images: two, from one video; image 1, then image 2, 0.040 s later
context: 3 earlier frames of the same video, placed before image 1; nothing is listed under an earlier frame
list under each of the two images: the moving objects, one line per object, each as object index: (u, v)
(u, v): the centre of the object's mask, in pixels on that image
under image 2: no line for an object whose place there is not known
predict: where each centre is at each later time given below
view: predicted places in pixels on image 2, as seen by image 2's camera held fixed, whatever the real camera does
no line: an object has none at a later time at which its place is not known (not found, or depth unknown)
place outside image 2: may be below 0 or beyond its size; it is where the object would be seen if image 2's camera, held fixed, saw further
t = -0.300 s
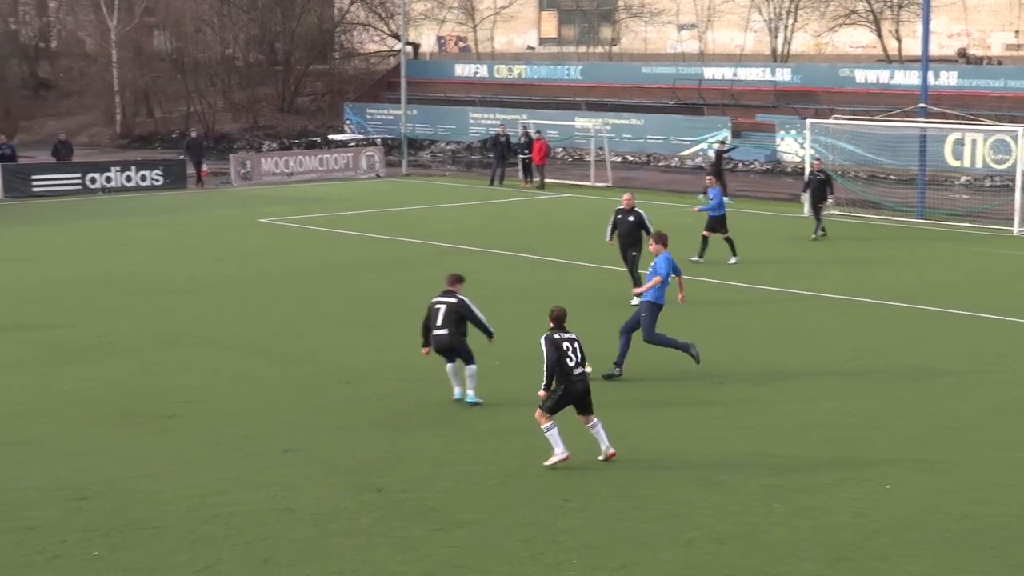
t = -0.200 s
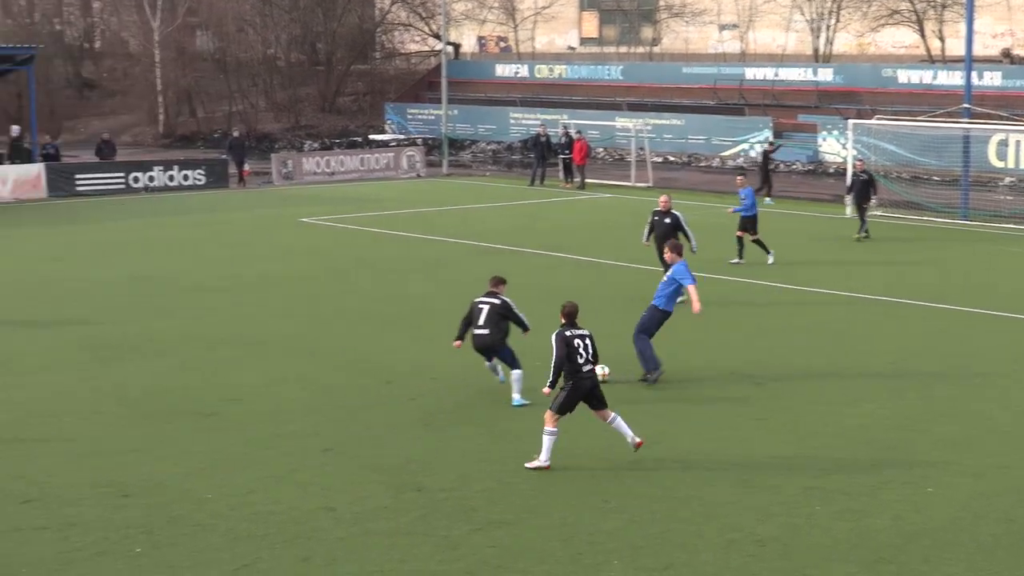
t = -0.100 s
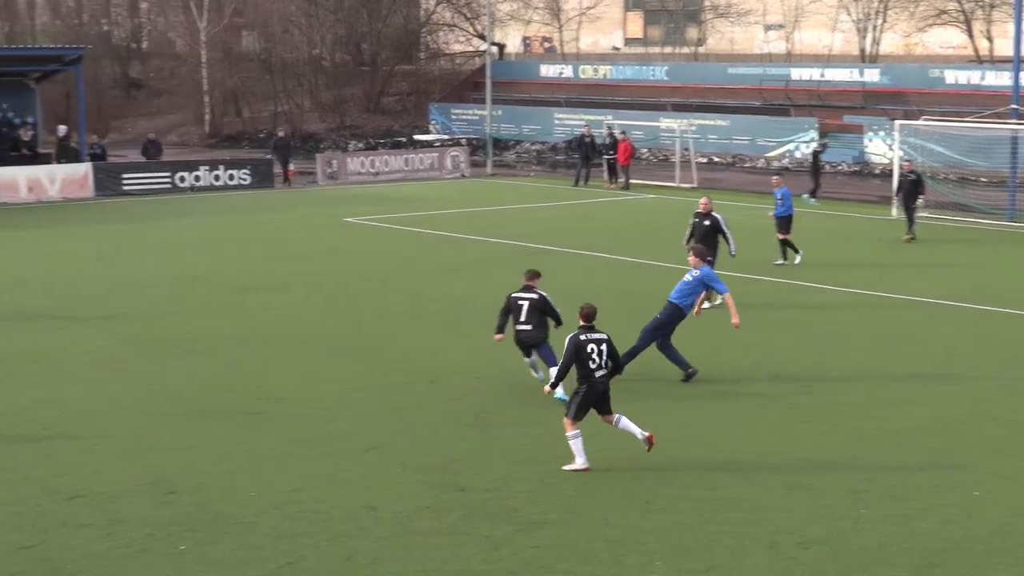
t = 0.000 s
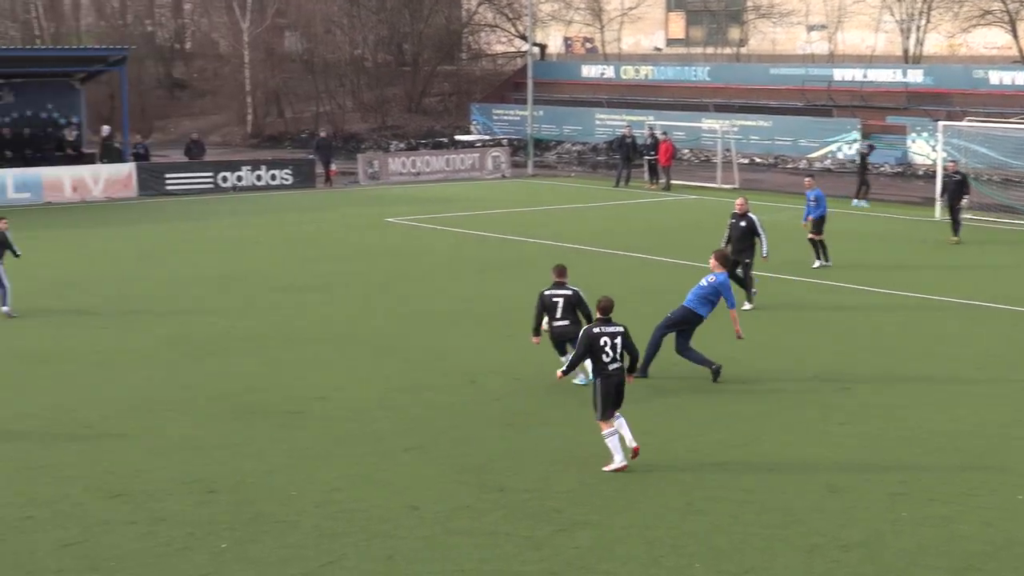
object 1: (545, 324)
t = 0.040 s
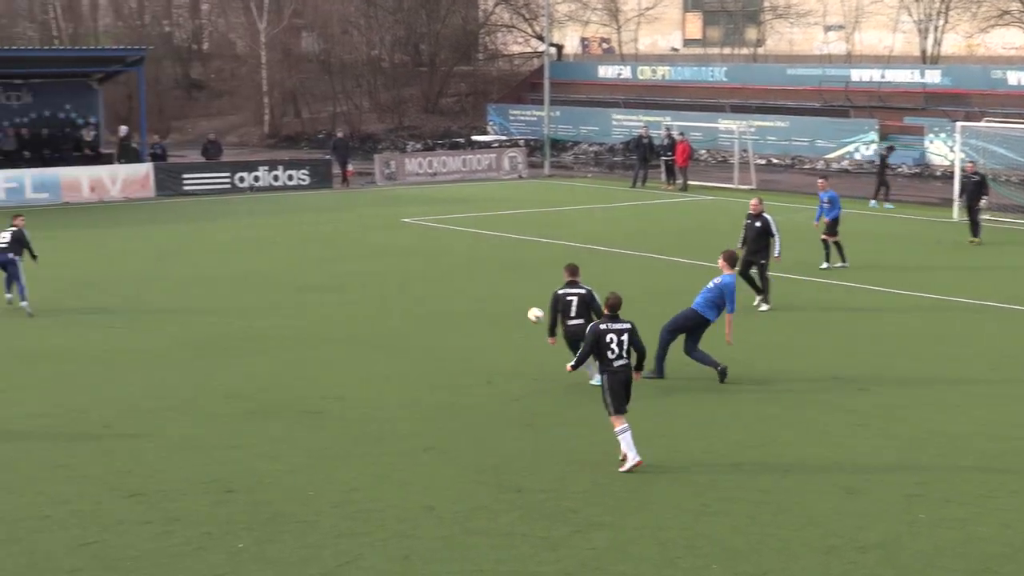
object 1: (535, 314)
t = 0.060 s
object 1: (522, 311)
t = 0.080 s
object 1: (509, 307)
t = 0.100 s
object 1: (498, 305)
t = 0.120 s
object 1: (486, 302)
